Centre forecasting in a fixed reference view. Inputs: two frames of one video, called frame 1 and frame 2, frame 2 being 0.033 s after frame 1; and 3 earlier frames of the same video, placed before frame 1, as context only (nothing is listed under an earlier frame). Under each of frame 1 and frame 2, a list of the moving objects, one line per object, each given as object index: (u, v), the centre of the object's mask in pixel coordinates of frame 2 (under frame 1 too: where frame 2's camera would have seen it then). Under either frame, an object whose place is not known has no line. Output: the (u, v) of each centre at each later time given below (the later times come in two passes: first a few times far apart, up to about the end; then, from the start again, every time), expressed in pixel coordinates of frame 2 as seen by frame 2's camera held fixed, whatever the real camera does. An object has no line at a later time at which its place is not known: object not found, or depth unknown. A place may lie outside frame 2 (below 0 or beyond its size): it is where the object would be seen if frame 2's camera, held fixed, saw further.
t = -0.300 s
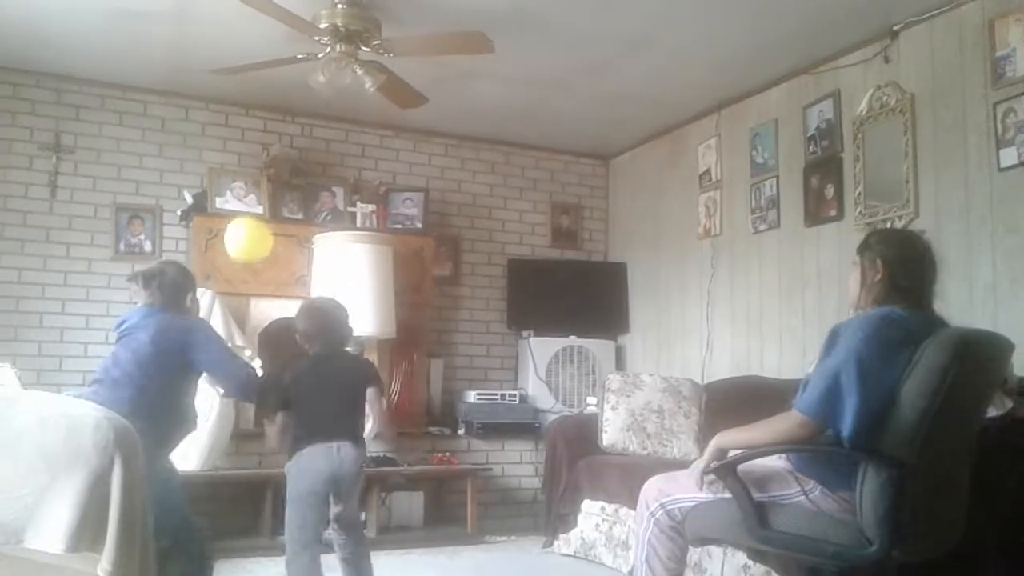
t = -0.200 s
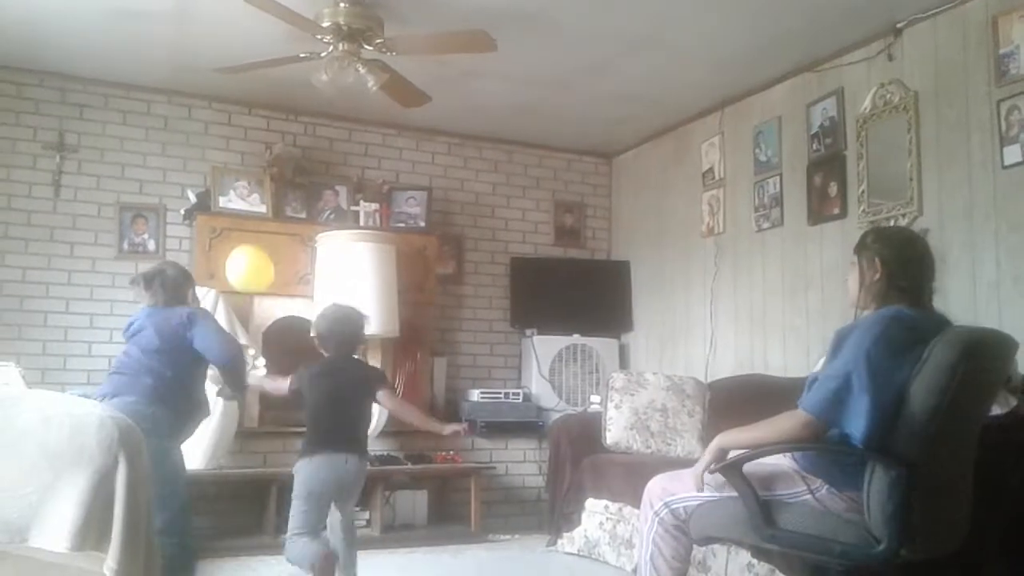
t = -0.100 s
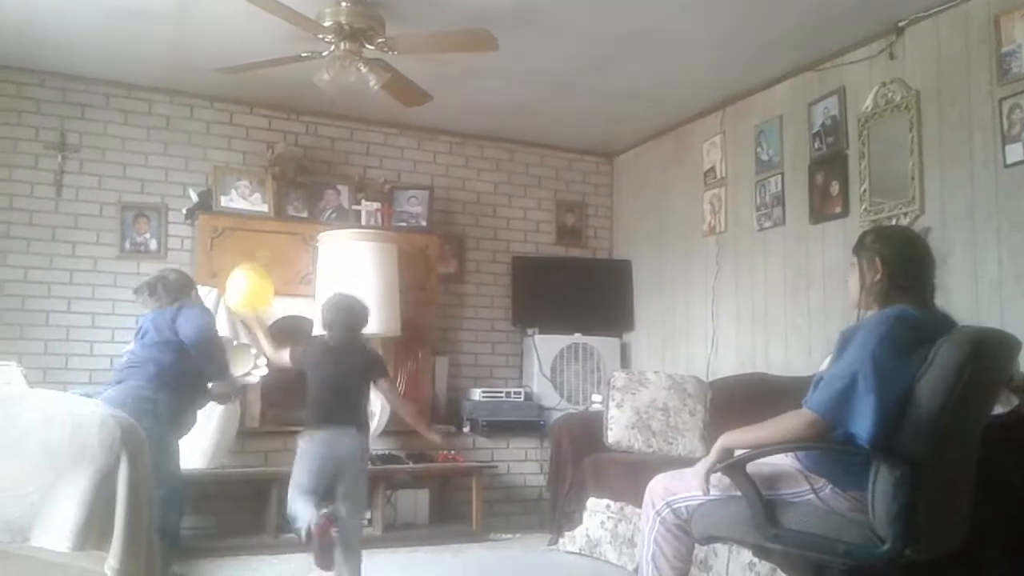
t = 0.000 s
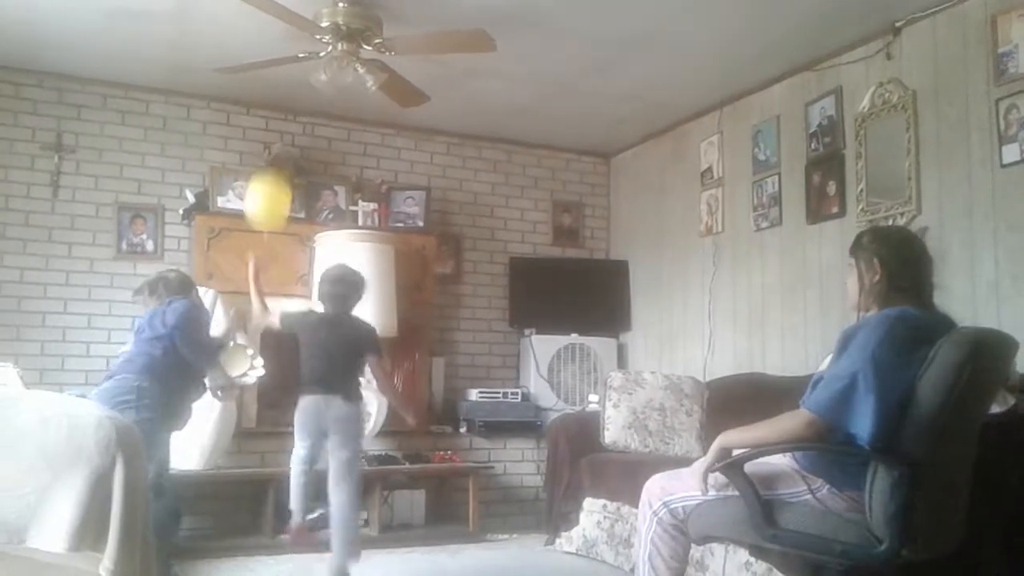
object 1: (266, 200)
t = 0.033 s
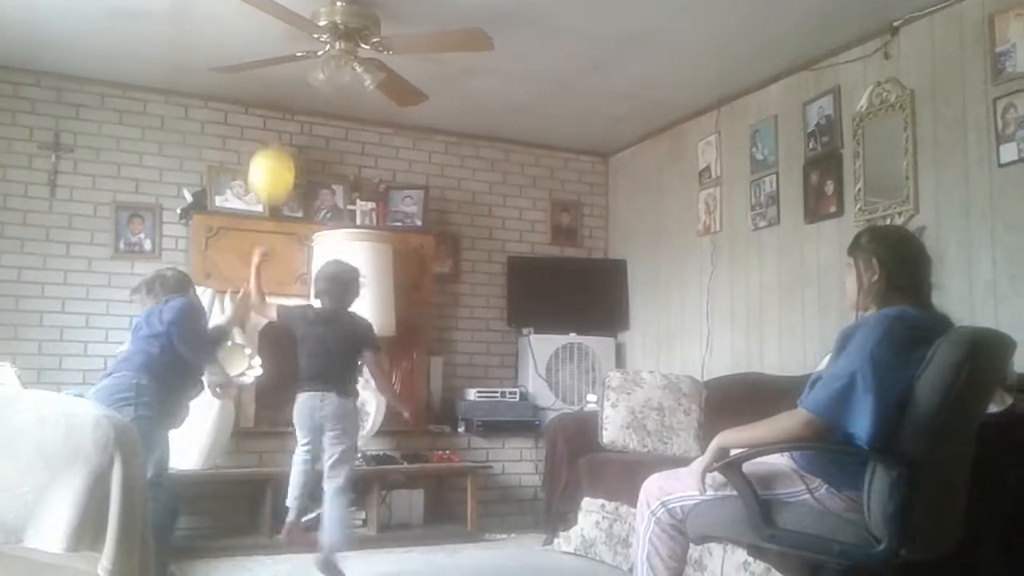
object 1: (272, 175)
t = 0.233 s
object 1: (284, 88)
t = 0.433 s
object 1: (277, 77)
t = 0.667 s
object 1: (275, 93)
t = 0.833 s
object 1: (276, 129)
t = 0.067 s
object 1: (276, 154)
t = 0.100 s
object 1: (280, 134)
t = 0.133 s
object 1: (282, 118)
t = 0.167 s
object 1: (283, 105)
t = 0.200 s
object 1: (284, 95)
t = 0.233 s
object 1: (284, 88)
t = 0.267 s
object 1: (284, 83)
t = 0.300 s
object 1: (283, 79)
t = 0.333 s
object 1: (281, 78)
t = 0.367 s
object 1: (280, 77)
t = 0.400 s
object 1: (278, 77)
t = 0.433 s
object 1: (277, 77)
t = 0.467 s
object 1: (277, 78)
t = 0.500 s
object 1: (276, 78)
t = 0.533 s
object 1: (276, 80)
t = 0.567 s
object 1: (276, 82)
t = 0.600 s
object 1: (275, 85)
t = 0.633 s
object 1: (275, 88)
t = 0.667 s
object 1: (275, 93)
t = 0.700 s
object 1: (275, 99)
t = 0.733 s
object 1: (276, 106)
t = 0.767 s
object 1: (276, 113)
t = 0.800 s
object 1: (276, 120)
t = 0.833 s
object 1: (276, 129)
